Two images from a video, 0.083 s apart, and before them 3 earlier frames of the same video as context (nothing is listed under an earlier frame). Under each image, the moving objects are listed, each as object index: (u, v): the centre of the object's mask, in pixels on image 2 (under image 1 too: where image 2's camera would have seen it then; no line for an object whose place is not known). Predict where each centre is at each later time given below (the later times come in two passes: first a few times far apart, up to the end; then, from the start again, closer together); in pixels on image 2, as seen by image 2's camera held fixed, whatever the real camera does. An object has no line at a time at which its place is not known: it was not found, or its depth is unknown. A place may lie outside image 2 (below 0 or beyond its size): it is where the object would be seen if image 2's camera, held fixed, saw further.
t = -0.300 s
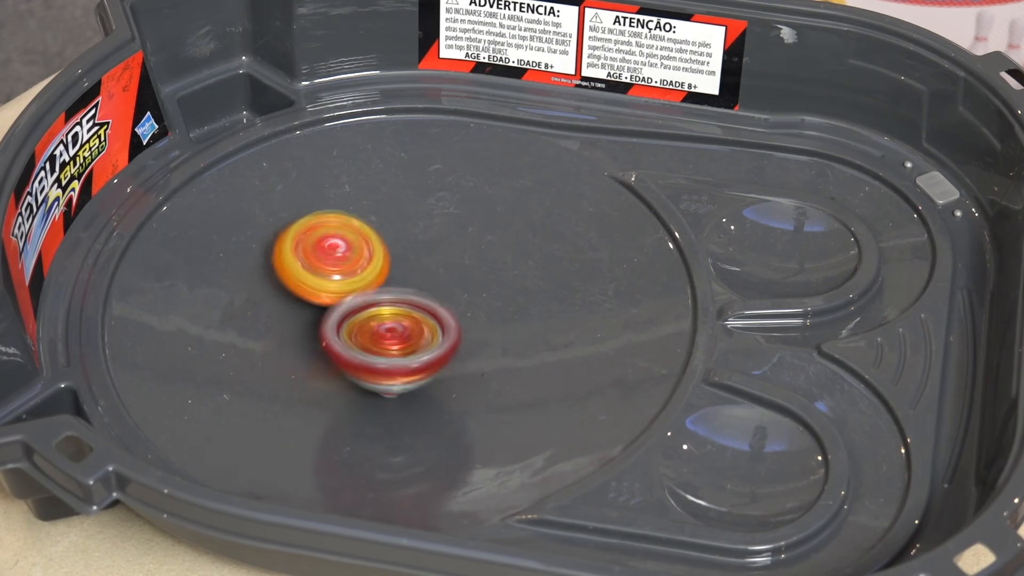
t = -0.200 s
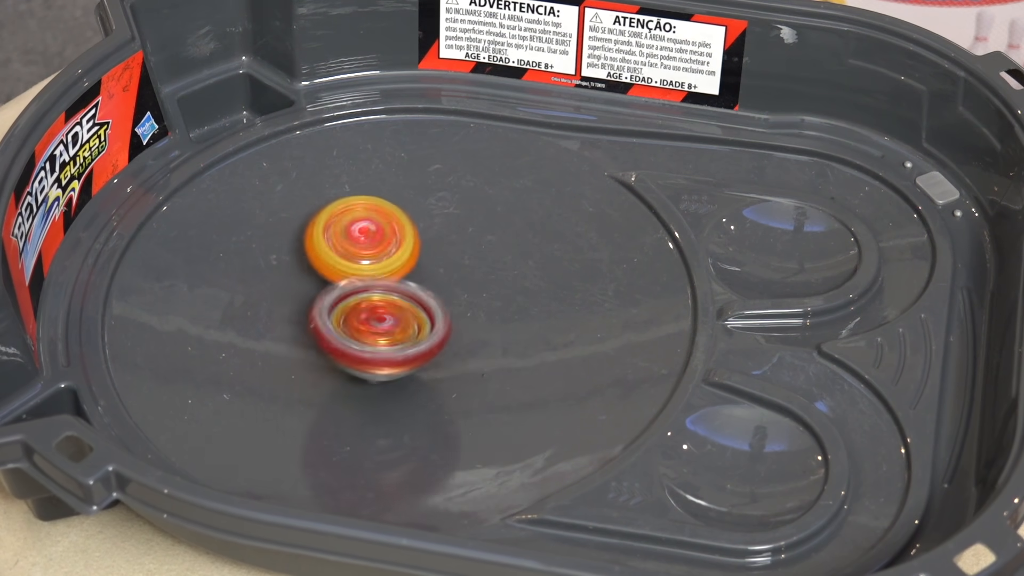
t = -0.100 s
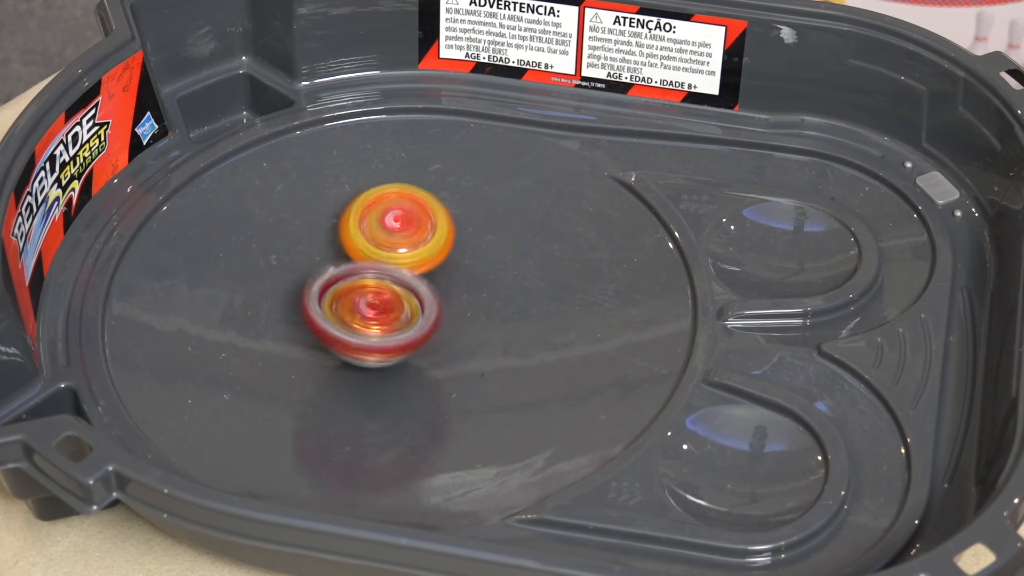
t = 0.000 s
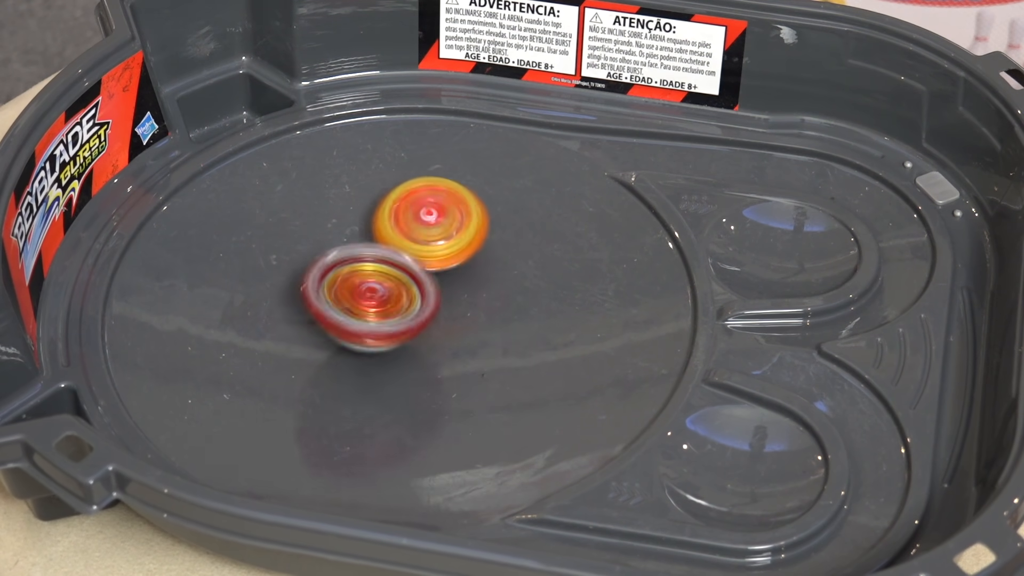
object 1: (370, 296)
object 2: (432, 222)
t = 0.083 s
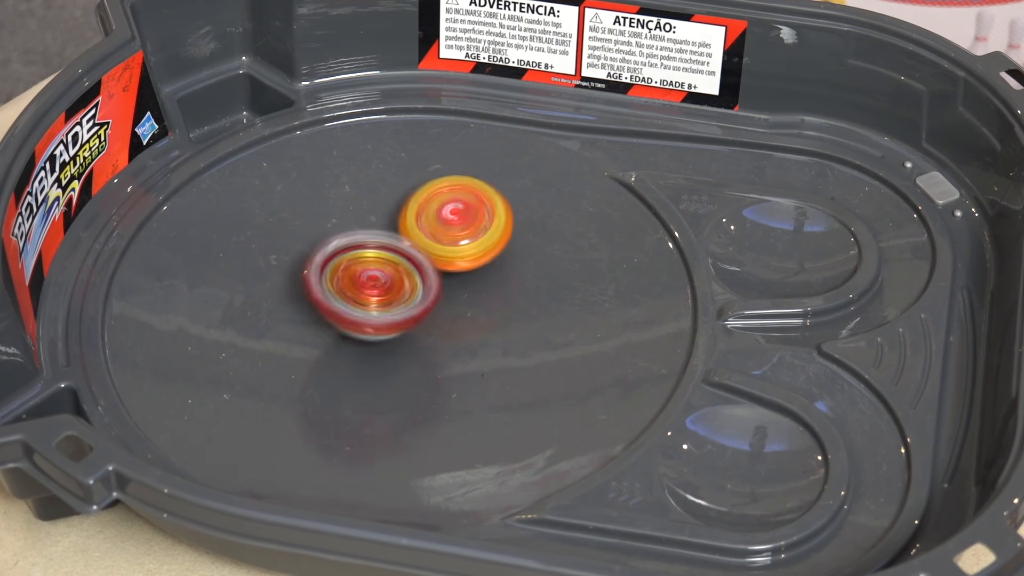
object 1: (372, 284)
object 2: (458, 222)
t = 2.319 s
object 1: (439, 320)
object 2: (443, 216)
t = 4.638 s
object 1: (388, 307)
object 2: (550, 310)
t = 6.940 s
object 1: (453, 275)
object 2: (360, 364)
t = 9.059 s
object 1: (466, 286)
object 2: (348, 303)
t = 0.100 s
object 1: (373, 283)
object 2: (461, 222)
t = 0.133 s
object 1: (376, 278)
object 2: (471, 223)
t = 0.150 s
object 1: (375, 276)
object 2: (476, 225)
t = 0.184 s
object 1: (379, 273)
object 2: (485, 227)
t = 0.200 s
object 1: (379, 270)
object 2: (488, 229)
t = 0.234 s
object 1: (382, 267)
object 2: (495, 233)
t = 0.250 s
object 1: (383, 264)
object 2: (499, 234)
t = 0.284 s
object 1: (386, 261)
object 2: (507, 239)
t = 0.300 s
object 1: (388, 259)
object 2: (510, 242)
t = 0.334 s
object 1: (390, 257)
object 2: (515, 247)
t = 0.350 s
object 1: (393, 256)
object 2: (516, 251)
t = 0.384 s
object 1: (394, 253)
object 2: (519, 258)
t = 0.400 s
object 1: (399, 254)
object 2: (522, 261)
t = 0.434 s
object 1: (401, 252)
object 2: (524, 269)
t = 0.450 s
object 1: (403, 253)
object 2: (525, 274)
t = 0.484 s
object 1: (408, 251)
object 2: (527, 283)
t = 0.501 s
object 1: (408, 253)
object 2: (527, 287)
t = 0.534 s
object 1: (413, 252)
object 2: (527, 297)
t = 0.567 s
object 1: (417, 252)
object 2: (527, 306)
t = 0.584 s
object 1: (418, 254)
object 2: (528, 311)
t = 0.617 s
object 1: (424, 253)
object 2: (527, 319)
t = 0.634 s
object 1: (425, 255)
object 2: (525, 324)
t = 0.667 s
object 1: (430, 256)
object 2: (523, 333)
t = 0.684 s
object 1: (430, 257)
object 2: (520, 337)
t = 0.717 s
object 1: (436, 260)
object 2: (516, 345)
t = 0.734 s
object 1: (436, 260)
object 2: (516, 349)
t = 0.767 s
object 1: (442, 264)
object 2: (511, 355)
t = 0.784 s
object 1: (443, 264)
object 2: (508, 359)
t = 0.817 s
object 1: (446, 268)
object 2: (502, 365)
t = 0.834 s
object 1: (449, 268)
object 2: (499, 368)
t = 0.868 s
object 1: (451, 273)
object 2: (492, 373)
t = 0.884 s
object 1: (455, 273)
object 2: (490, 375)
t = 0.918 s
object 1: (455, 278)
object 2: (483, 379)
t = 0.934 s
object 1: (459, 279)
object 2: (478, 381)
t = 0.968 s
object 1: (459, 282)
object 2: (471, 384)
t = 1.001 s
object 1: (460, 287)
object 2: (463, 386)
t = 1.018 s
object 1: (463, 288)
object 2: (458, 386)
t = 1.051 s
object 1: (465, 290)
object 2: (448, 390)
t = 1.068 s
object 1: (469, 290)
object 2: (443, 393)
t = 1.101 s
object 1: (469, 291)
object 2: (432, 397)
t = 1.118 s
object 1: (473, 291)
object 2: (426, 399)
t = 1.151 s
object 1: (472, 291)
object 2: (416, 400)
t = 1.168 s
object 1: (473, 292)
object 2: (410, 400)
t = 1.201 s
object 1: (473, 291)
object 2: (400, 400)
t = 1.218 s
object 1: (473, 293)
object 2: (396, 399)
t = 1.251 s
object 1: (473, 293)
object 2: (386, 397)
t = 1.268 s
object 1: (472, 294)
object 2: (382, 396)
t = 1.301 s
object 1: (472, 294)
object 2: (374, 393)
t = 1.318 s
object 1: (471, 295)
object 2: (369, 392)
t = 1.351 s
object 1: (470, 296)
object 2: (361, 387)
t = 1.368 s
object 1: (468, 297)
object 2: (356, 383)
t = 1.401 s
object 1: (467, 297)
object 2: (348, 378)
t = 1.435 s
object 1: (464, 298)
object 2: (343, 372)
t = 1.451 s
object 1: (463, 299)
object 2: (340, 368)
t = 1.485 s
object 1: (460, 299)
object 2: (333, 360)
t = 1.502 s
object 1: (459, 301)
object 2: (332, 357)
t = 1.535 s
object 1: (457, 301)
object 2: (328, 349)
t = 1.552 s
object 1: (454, 302)
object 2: (325, 345)
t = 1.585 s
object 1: (451, 302)
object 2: (323, 336)
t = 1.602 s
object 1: (448, 303)
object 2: (320, 331)
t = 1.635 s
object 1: (445, 303)
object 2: (318, 323)
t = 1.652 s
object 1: (442, 304)
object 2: (319, 318)
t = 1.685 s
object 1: (440, 304)
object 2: (316, 309)
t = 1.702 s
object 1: (437, 305)
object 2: (316, 305)
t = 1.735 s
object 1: (438, 309)
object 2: (313, 293)
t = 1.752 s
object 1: (437, 310)
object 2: (310, 286)
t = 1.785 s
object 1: (438, 311)
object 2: (312, 274)
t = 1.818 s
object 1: (440, 312)
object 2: (314, 263)
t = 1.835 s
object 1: (441, 314)
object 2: (314, 258)
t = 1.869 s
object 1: (442, 315)
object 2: (319, 247)
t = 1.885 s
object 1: (443, 317)
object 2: (320, 243)
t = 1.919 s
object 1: (443, 318)
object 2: (325, 235)
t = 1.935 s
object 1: (444, 320)
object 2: (328, 230)
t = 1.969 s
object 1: (445, 320)
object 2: (334, 223)
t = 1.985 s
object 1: (445, 321)
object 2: (339, 221)
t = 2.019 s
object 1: (445, 321)
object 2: (346, 215)
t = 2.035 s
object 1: (446, 322)
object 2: (350, 214)
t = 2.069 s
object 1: (445, 322)
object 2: (360, 210)
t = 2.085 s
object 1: (446, 323)
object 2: (363, 209)
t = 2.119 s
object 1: (445, 323)
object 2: (375, 207)
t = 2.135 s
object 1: (446, 323)
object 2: (378, 206)
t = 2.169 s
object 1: (444, 323)
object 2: (390, 207)
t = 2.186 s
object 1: (445, 324)
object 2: (396, 206)
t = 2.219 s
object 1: (442, 323)
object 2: (407, 208)
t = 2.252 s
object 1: (441, 323)
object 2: (420, 211)
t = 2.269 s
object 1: (440, 322)
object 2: (425, 211)
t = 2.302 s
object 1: (440, 321)
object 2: (436, 215)
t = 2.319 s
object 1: (439, 320)
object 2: (443, 216)
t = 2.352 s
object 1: (438, 320)
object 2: (453, 221)
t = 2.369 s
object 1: (436, 319)
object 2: (460, 223)
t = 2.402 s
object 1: (436, 319)
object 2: (471, 227)
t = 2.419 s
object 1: (434, 317)
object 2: (476, 231)
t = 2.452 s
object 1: (432, 316)
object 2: (488, 236)
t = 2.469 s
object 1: (431, 315)
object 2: (492, 240)
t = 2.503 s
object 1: (423, 316)
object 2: (505, 248)
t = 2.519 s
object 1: (418, 316)
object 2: (511, 251)
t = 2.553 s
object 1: (413, 317)
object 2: (521, 259)
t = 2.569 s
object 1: (410, 317)
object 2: (526, 262)
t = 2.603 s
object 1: (404, 317)
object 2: (534, 271)
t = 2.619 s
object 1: (401, 317)
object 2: (540, 274)
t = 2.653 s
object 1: (396, 317)
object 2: (547, 284)
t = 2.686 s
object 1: (389, 315)
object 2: (552, 293)
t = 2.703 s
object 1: (389, 314)
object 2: (555, 296)
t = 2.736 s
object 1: (383, 313)
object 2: (557, 306)
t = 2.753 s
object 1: (384, 312)
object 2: (559, 310)
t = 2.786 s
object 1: (379, 310)
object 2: (559, 320)
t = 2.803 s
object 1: (379, 309)
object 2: (559, 323)
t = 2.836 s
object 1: (375, 308)
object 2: (556, 332)
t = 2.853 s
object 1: (376, 306)
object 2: (556, 335)
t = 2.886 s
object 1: (374, 305)
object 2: (550, 343)
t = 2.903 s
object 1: (374, 303)
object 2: (548, 347)
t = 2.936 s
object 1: (374, 302)
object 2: (541, 353)
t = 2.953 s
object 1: (374, 300)
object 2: (536, 358)
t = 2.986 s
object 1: (376, 298)
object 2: (529, 363)
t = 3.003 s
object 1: (375, 297)
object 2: (522, 367)
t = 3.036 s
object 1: (378, 295)
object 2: (512, 371)
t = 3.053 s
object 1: (379, 294)
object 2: (505, 373)
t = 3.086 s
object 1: (382, 291)
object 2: (492, 378)
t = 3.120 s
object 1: (383, 288)
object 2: (478, 380)
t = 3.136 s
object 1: (386, 288)
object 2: (470, 382)
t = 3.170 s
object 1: (387, 285)
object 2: (456, 383)
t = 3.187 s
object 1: (391, 284)
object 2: (447, 384)
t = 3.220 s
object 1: (393, 282)
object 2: (432, 384)
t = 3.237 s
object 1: (396, 281)
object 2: (423, 383)
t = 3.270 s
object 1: (399, 280)
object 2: (408, 382)
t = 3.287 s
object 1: (402, 278)
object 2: (400, 380)
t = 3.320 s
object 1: (407, 277)
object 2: (385, 378)
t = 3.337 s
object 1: (409, 276)
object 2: (378, 375)
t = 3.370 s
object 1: (414, 276)
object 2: (365, 371)
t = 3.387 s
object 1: (416, 275)
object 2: (358, 368)
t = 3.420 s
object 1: (422, 276)
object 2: (345, 362)
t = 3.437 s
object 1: (424, 277)
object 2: (340, 358)
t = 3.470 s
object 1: (429, 277)
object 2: (328, 352)
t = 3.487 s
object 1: (431, 277)
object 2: (325, 347)
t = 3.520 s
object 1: (436, 279)
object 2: (314, 339)
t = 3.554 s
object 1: (439, 279)
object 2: (307, 331)
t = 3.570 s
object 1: (444, 279)
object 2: (304, 326)
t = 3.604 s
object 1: (446, 282)
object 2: (299, 317)
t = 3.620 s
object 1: (450, 281)
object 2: (297, 312)
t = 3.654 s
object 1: (451, 285)
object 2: (294, 304)
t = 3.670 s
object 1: (453, 285)
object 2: (294, 299)
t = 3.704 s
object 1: (457, 288)
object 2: (294, 291)
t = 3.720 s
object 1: (457, 289)
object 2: (296, 287)
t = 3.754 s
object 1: (461, 292)
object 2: (297, 278)
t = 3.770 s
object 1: (460, 294)
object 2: (300, 275)
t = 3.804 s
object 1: (462, 297)
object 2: (302, 267)
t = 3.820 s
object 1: (462, 299)
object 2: (307, 264)
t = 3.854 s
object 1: (462, 301)
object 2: (312, 257)
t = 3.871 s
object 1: (462, 303)
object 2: (316, 255)
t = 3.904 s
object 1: (463, 305)
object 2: (323, 248)
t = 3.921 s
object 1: (461, 307)
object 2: (328, 247)
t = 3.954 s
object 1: (461, 309)
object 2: (337, 242)
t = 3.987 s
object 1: (458, 313)
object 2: (346, 239)
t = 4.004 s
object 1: (457, 313)
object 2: (353, 237)
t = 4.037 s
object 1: (455, 316)
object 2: (363, 235)
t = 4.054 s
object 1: (453, 317)
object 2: (371, 234)
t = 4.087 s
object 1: (451, 319)
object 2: (381, 233)
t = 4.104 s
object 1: (449, 320)
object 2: (389, 233)
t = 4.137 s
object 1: (446, 321)
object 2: (402, 233)
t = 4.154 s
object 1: (445, 322)
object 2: (409, 233)
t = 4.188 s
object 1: (443, 323)
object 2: (423, 233)
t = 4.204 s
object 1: (440, 324)
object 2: (431, 235)
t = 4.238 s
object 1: (436, 324)
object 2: (445, 235)
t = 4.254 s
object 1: (432, 325)
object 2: (452, 238)
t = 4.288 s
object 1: (427, 324)
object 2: (467, 240)
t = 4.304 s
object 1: (426, 324)
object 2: (472, 244)
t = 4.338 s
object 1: (421, 322)
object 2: (486, 248)
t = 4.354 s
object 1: (420, 321)
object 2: (492, 252)
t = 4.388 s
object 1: (414, 322)
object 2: (504, 257)
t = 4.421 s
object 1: (409, 321)
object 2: (513, 265)
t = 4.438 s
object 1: (407, 320)
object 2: (518, 268)
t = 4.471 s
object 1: (402, 318)
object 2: (526, 275)
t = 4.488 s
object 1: (400, 318)
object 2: (532, 278)
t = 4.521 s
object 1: (396, 316)
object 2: (538, 285)
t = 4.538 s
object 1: (395, 315)
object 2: (543, 288)
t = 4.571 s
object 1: (390, 313)
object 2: (546, 295)
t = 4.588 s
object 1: (392, 312)
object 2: (548, 300)
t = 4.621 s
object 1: (388, 309)
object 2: (549, 306)
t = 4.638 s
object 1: (388, 307)
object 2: (550, 310)
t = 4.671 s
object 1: (388, 305)
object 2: (549, 316)
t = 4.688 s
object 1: (387, 303)
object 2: (548, 321)
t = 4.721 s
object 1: (387, 301)
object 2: (545, 326)
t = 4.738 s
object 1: (386, 300)
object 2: (543, 331)
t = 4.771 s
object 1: (387, 297)
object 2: (537, 336)
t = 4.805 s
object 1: (387, 293)
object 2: (529, 343)
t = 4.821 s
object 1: (389, 292)
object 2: (526, 345)
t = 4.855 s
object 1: (389, 290)
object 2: (516, 352)
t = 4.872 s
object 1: (390, 288)
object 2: (512, 353)
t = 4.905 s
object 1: (393, 286)
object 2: (500, 359)
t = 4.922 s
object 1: (392, 285)
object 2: (496, 360)
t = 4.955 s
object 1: (396, 284)
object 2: (481, 365)
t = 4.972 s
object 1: (396, 283)
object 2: (476, 365)
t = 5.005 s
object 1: (400, 281)
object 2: (461, 368)
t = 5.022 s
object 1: (402, 280)
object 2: (455, 369)
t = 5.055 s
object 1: (407, 278)
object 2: (439, 371)
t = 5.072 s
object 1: (408, 278)
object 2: (433, 371)
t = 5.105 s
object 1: (414, 275)
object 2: (416, 371)
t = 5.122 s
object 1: (419, 275)
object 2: (411, 370)
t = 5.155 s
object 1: (427, 271)
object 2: (392, 371)
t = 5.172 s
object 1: (434, 270)
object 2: (386, 372)
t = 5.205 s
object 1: (440, 271)
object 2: (368, 371)
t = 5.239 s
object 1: (444, 269)
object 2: (355, 368)
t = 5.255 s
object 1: (446, 269)
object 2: (350, 366)
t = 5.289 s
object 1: (451, 266)
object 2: (339, 361)
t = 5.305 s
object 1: (456, 266)
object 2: (334, 359)
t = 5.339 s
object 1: (461, 266)
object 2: (325, 352)
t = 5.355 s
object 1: (464, 265)
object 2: (320, 348)
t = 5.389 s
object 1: (469, 267)
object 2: (315, 342)
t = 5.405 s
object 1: (471, 267)
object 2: (310, 337)
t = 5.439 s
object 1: (476, 269)
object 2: (308, 329)
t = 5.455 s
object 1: (478, 269)
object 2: (305, 324)
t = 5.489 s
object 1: (482, 271)
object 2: (305, 316)
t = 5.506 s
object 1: (483, 273)
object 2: (303, 312)
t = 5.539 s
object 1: (484, 276)
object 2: (305, 303)
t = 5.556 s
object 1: (487, 278)
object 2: (305, 298)
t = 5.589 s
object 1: (487, 282)
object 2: (309, 290)
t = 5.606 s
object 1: (487, 283)
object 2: (311, 286)
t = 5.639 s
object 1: (487, 287)
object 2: (316, 277)
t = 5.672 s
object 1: (486, 290)
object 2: (322, 271)
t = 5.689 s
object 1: (485, 293)
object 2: (327, 266)
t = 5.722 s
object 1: (481, 297)
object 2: (335, 261)
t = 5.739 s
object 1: (481, 298)
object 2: (340, 257)
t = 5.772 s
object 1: (477, 302)
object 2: (350, 253)
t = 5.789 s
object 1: (473, 304)
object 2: (355, 250)
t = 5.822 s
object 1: (469, 307)
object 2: (367, 247)
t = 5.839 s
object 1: (466, 309)
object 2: (372, 244)
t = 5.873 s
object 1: (461, 311)
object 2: (385, 242)
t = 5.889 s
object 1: (457, 312)
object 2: (389, 240)
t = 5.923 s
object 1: (450, 313)
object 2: (402, 238)
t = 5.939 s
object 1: (447, 315)
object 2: (408, 237)
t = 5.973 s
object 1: (437, 318)
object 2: (423, 234)
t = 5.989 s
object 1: (434, 319)
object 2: (428, 234)
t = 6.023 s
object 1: (427, 321)
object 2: (444, 234)
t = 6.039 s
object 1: (421, 322)
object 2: (449, 237)
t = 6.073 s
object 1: (416, 322)
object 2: (461, 239)
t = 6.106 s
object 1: (409, 321)
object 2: (470, 243)
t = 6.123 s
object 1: (408, 321)
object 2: (478, 244)
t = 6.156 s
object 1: (401, 320)
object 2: (486, 251)
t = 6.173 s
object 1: (396, 318)
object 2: (490, 253)
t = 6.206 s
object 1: (391, 316)
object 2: (497, 260)
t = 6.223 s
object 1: (389, 315)
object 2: (501, 263)
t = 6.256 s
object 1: (386, 312)
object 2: (507, 271)
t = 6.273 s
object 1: (382, 310)
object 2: (509, 274)
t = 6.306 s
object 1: (378, 306)
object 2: (514, 282)
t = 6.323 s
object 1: (379, 305)
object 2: (515, 286)
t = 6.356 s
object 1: (377, 301)
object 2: (518, 294)
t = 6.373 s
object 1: (375, 298)
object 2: (517, 299)
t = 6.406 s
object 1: (376, 295)
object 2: (518, 306)
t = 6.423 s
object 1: (376, 294)
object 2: (516, 312)
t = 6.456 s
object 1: (378, 290)
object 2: (514, 319)
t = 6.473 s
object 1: (378, 288)
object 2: (510, 325)
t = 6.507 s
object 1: (380, 284)
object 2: (505, 332)
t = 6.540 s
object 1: (383, 281)
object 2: (497, 340)
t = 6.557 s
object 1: (384, 280)
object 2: (494, 343)
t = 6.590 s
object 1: (389, 277)
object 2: (484, 350)
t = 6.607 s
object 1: (391, 276)
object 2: (479, 353)
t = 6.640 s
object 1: (396, 273)
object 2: (469, 358)
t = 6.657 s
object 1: (398, 273)
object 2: (463, 360)
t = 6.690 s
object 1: (403, 272)
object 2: (452, 365)
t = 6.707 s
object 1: (406, 271)
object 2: (446, 366)
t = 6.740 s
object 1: (412, 272)
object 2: (435, 367)
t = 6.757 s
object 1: (414, 272)
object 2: (427, 368)
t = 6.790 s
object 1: (421, 273)
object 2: (417, 368)
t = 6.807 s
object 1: (425, 272)
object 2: (409, 369)
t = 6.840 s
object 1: (436, 271)
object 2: (395, 371)
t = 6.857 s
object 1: (440, 272)
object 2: (388, 371)
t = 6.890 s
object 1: (444, 274)
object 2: (375, 368)
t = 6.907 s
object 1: (448, 273)
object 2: (372, 367)
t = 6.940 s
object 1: (453, 275)
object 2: (360, 364)
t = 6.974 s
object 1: (458, 275)
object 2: (351, 359)
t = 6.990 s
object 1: (460, 278)
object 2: (347, 357)
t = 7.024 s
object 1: (463, 281)
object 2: (341, 351)
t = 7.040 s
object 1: (465, 281)
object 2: (336, 347)
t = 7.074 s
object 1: (469, 285)
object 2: (332, 340)
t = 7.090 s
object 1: (469, 287)
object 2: (329, 337)
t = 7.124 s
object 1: (472, 290)
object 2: (327, 328)
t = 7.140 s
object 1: (472, 292)
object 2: (327, 325)
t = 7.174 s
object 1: (472, 295)
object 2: (326, 317)
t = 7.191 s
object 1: (472, 298)
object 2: (328, 313)
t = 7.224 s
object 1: (470, 303)
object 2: (329, 305)
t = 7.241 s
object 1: (470, 304)
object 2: (332, 301)
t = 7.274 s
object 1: (468, 308)
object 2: (336, 294)
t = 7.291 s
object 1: (466, 310)
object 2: (338, 290)
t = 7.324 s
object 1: (463, 313)
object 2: (345, 285)
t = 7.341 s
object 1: (460, 315)
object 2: (347, 281)
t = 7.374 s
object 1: (456, 317)
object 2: (356, 275)
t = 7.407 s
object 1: (451, 320)
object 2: (362, 267)
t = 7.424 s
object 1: (450, 323)
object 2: (369, 264)
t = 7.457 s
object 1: (445, 327)
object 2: (378, 260)
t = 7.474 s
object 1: (441, 328)
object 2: (383, 255)
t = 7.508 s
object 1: (435, 330)
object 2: (395, 252)
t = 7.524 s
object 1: (435, 331)
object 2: (400, 252)
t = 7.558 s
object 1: (431, 332)
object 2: (411, 251)
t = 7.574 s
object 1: (426, 333)
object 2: (417, 250)
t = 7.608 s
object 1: (421, 334)
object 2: (432, 250)
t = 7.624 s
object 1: (418, 334)
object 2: (437, 250)
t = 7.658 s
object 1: (413, 333)
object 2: (449, 251)
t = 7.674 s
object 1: (410, 333)
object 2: (453, 254)
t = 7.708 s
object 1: (404, 332)
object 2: (463, 255)
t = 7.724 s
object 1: (402, 331)
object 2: (470, 257)
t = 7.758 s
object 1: (398, 329)
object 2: (477, 264)
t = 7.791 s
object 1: (393, 326)
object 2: (485, 269)
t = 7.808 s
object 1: (393, 326)
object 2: (487, 272)
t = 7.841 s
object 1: (388, 323)
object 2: (493, 277)
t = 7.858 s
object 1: (385, 320)
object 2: (496, 282)
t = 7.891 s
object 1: (381, 317)
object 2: (499, 289)
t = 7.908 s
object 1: (380, 315)
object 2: (504, 291)
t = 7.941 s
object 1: (377, 311)
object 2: (505, 300)
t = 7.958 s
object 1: (377, 310)
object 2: (506, 303)
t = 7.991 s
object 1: (377, 307)
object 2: (504, 311)
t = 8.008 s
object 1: (376, 304)
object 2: (503, 314)
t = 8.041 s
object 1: (375, 301)
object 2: (501, 320)
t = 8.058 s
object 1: (376, 299)
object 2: (498, 324)
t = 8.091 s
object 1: (378, 294)
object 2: (494, 329)
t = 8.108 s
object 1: (377, 291)
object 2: (490, 334)
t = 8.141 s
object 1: (377, 284)
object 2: (489, 341)
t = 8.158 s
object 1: (380, 281)
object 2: (489, 344)
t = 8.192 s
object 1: (386, 280)
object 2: (478, 350)
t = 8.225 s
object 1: (387, 278)
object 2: (468, 353)
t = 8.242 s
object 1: (389, 277)
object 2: (462, 355)
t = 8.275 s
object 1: (391, 271)
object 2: (454, 359)
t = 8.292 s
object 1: (393, 265)
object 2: (452, 364)
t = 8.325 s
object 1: (402, 262)
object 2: (443, 369)
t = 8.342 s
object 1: (405, 261)
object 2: (437, 370)
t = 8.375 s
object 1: (408, 260)
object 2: (426, 371)
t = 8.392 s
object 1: (410, 259)
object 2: (421, 370)
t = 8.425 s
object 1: (415, 258)
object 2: (414, 368)
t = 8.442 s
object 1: (418, 258)
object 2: (409, 366)
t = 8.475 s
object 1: (424, 257)
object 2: (403, 362)
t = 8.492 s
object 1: (426, 259)
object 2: (402, 361)
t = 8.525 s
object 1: (431, 261)
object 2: (396, 356)
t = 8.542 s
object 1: (433, 261)
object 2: (393, 353)
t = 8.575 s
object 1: (444, 261)
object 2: (387, 354)
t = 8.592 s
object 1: (449, 263)
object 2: (385, 352)
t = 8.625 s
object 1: (453, 264)
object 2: (379, 348)
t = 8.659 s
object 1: (464, 263)
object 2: (366, 349)
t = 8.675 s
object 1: (468, 262)
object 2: (362, 349)
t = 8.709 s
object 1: (473, 264)
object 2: (357, 345)
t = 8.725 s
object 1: (476, 266)
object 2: (356, 342)
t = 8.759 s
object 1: (478, 272)
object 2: (359, 334)
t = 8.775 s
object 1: (477, 276)
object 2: (362, 330)
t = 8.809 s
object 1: (479, 279)
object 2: (357, 326)
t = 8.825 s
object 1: (485, 282)
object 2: (350, 323)
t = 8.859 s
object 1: (491, 278)
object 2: (340, 318)
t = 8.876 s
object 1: (491, 281)
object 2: (338, 316)
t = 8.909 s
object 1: (492, 283)
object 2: (337, 311)
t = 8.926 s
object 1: (489, 285)
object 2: (338, 310)
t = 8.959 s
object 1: (480, 289)
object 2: (341, 308)
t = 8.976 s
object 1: (477, 289)
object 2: (341, 307)
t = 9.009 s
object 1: (471, 293)
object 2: (342, 305)
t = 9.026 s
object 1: (471, 292)
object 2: (344, 304)
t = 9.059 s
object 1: (466, 286)
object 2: (348, 303)
